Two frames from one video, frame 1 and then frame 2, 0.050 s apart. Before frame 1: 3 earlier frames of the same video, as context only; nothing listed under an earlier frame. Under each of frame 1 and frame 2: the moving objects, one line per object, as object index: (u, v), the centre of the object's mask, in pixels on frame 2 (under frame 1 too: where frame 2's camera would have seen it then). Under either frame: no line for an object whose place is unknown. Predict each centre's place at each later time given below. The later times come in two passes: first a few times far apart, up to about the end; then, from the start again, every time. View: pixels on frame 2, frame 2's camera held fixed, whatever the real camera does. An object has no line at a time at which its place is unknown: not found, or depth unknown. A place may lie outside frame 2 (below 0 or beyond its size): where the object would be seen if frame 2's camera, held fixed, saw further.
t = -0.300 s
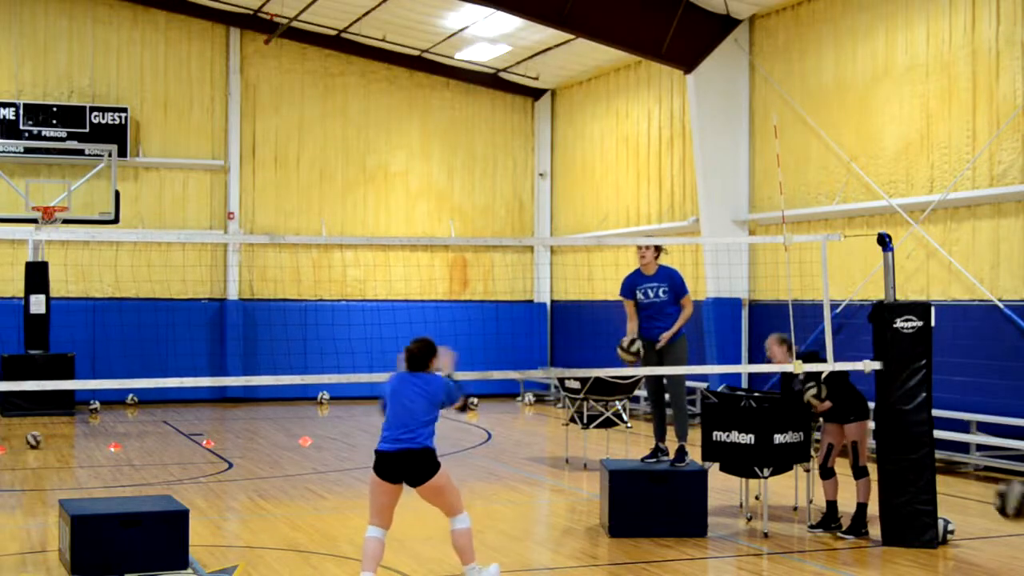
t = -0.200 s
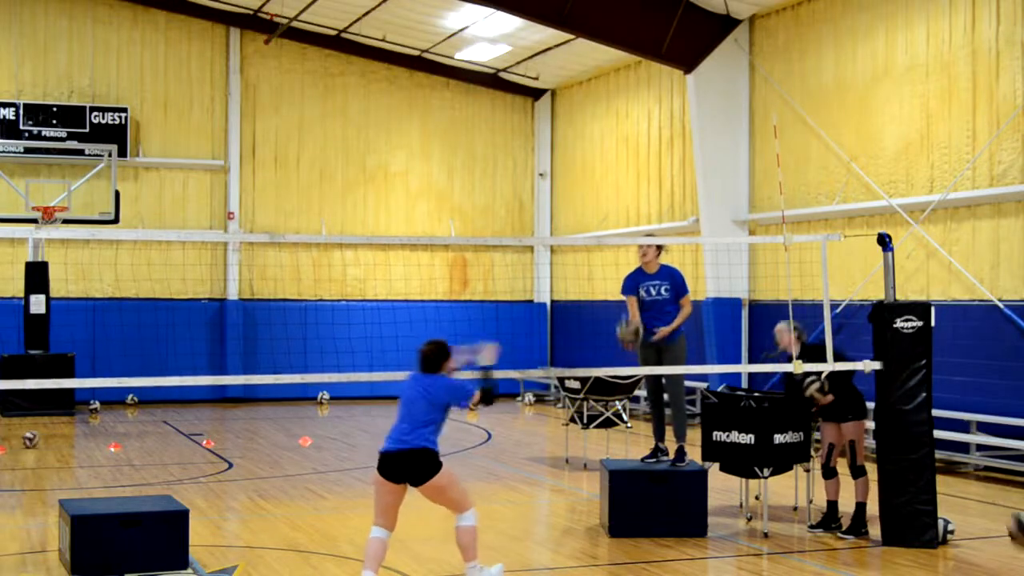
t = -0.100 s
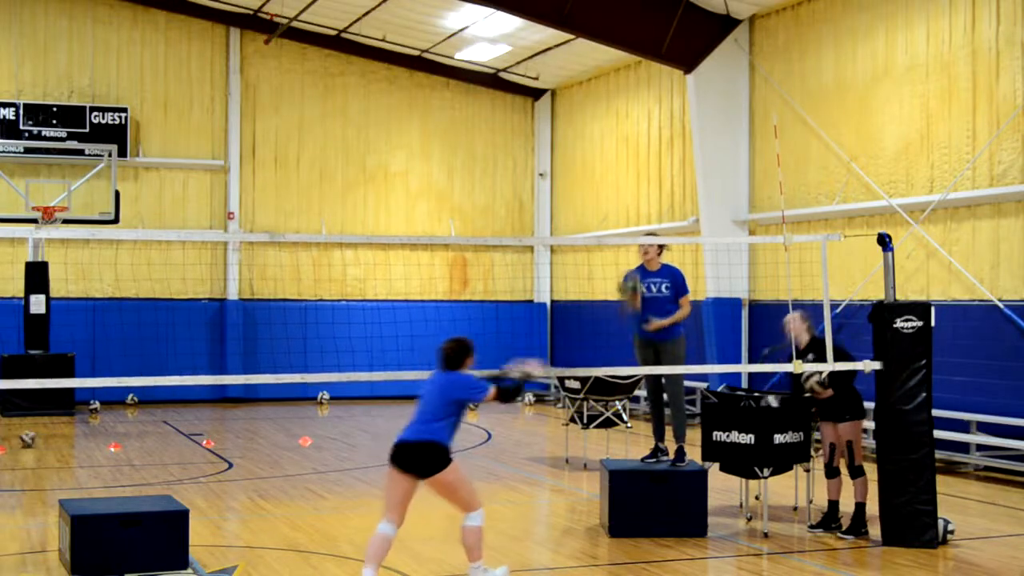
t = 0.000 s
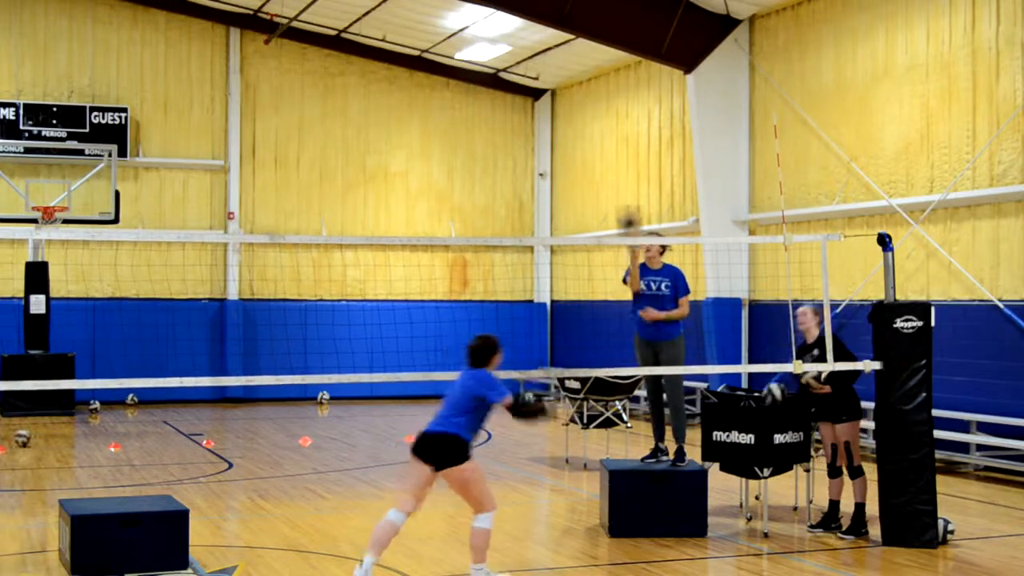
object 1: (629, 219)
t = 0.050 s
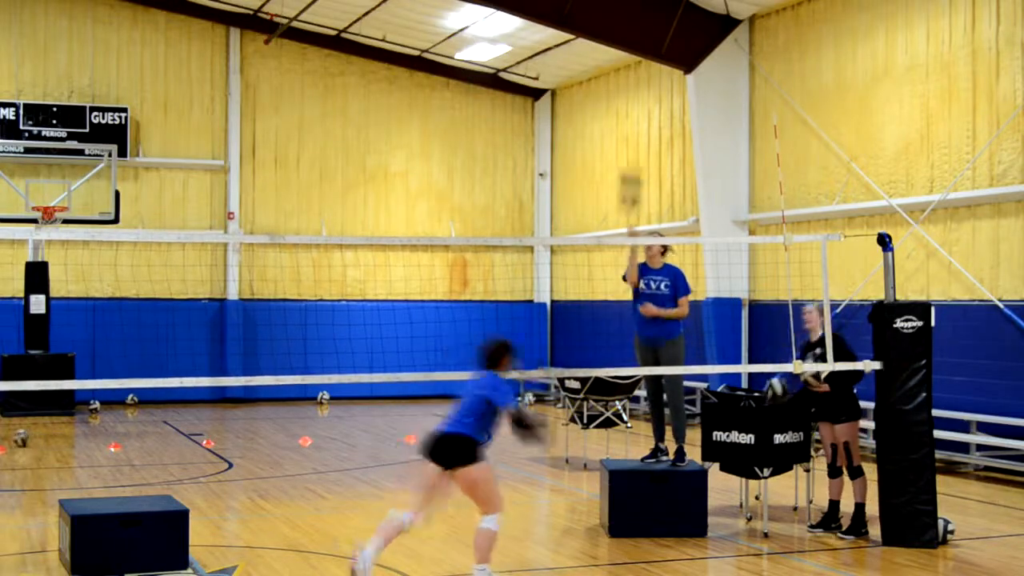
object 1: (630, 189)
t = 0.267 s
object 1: (633, 84)
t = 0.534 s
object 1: (637, 35)
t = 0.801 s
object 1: (640, 75)
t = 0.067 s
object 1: (631, 179)
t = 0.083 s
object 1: (631, 169)
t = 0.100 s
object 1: (631, 158)
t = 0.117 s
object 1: (632, 149)
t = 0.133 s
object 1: (632, 140)
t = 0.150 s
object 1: (632, 133)
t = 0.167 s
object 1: (633, 125)
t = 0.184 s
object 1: (633, 116)
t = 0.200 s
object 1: (633, 110)
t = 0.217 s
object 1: (633, 103)
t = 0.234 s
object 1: (633, 96)
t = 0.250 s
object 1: (632, 91)
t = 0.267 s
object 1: (633, 84)
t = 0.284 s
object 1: (634, 77)
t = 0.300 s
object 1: (635, 73)
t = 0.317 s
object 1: (635, 66)
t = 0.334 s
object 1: (635, 61)
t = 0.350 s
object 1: (636, 55)
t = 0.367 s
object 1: (636, 52)
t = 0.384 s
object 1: (636, 49)
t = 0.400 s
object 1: (636, 46)
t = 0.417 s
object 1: (636, 42)
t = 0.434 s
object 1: (636, 41)
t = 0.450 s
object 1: (636, 39)
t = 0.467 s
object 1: (636, 38)
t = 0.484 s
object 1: (637, 37)
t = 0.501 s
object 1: (637, 37)
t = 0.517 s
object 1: (637, 37)
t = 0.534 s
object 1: (637, 35)
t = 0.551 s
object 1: (638, 35)
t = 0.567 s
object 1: (638, 36)
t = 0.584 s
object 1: (638, 36)
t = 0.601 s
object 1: (638, 36)
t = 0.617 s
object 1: (639, 37)
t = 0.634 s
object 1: (638, 39)
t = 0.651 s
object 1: (639, 40)
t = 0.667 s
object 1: (639, 43)
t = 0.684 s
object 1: (640, 44)
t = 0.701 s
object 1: (639, 48)
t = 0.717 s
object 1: (639, 50)
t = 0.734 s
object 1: (640, 54)
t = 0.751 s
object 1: (640, 57)
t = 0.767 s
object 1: (641, 63)
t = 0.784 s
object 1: (641, 65)
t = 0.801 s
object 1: (640, 75)
